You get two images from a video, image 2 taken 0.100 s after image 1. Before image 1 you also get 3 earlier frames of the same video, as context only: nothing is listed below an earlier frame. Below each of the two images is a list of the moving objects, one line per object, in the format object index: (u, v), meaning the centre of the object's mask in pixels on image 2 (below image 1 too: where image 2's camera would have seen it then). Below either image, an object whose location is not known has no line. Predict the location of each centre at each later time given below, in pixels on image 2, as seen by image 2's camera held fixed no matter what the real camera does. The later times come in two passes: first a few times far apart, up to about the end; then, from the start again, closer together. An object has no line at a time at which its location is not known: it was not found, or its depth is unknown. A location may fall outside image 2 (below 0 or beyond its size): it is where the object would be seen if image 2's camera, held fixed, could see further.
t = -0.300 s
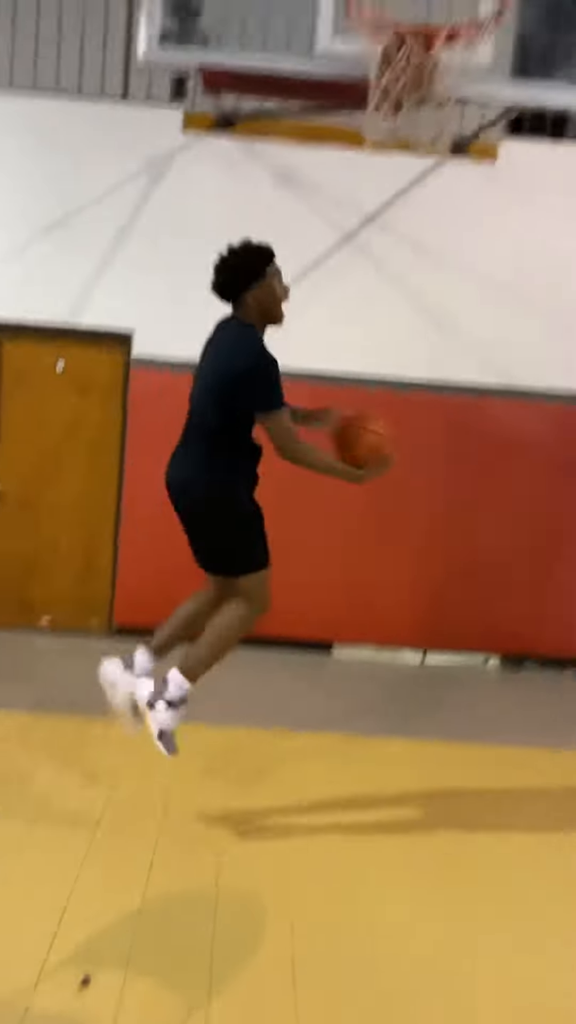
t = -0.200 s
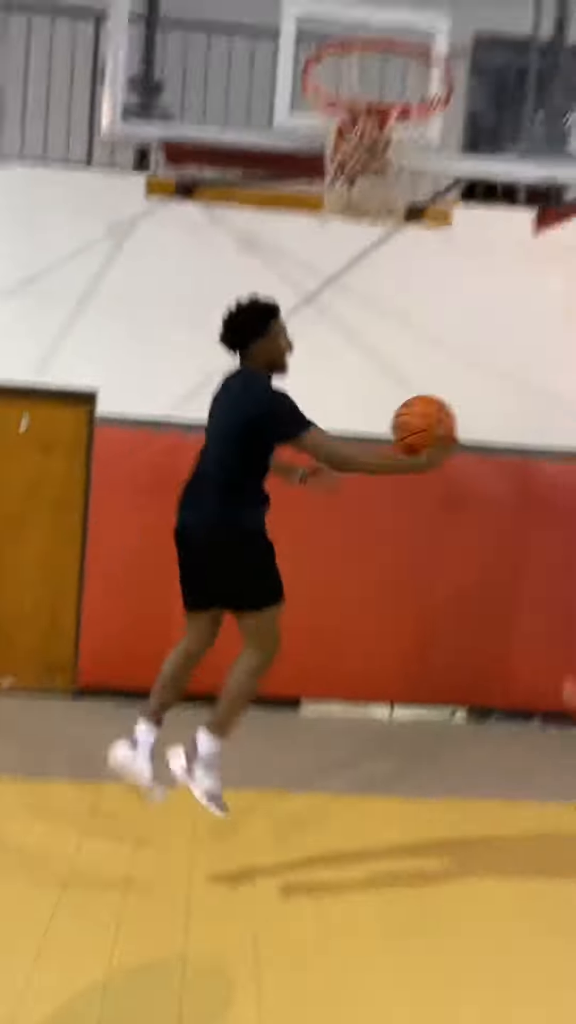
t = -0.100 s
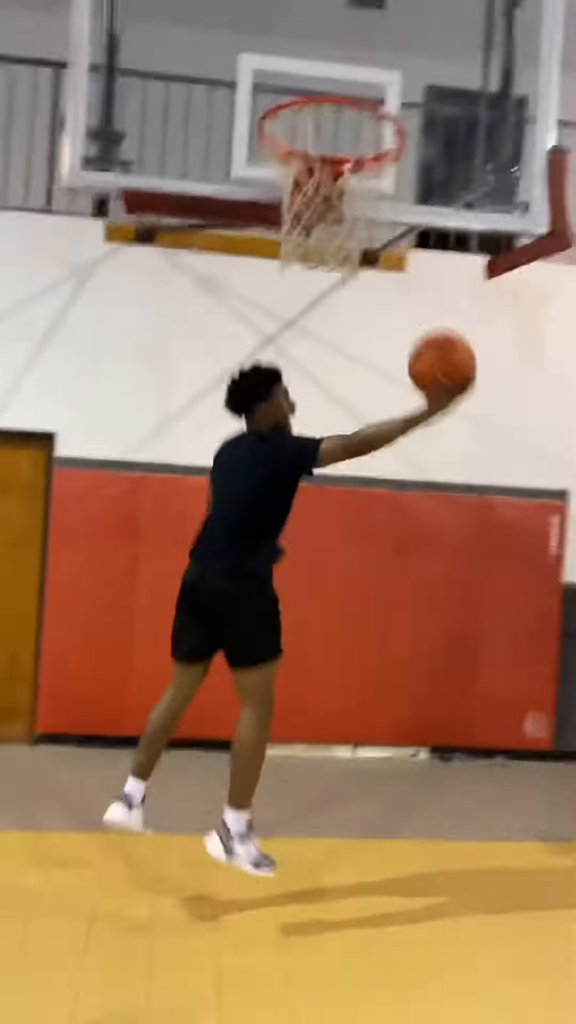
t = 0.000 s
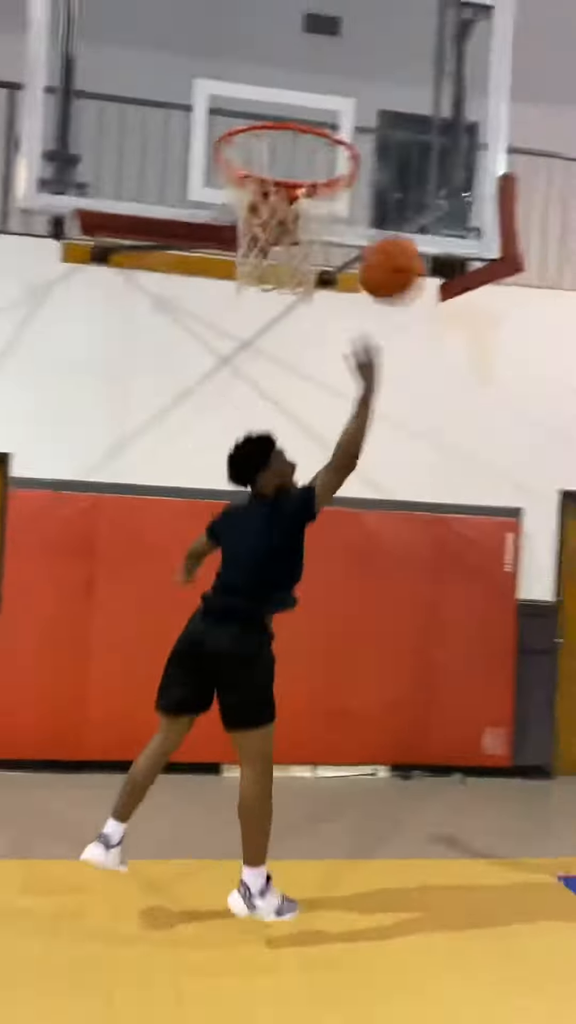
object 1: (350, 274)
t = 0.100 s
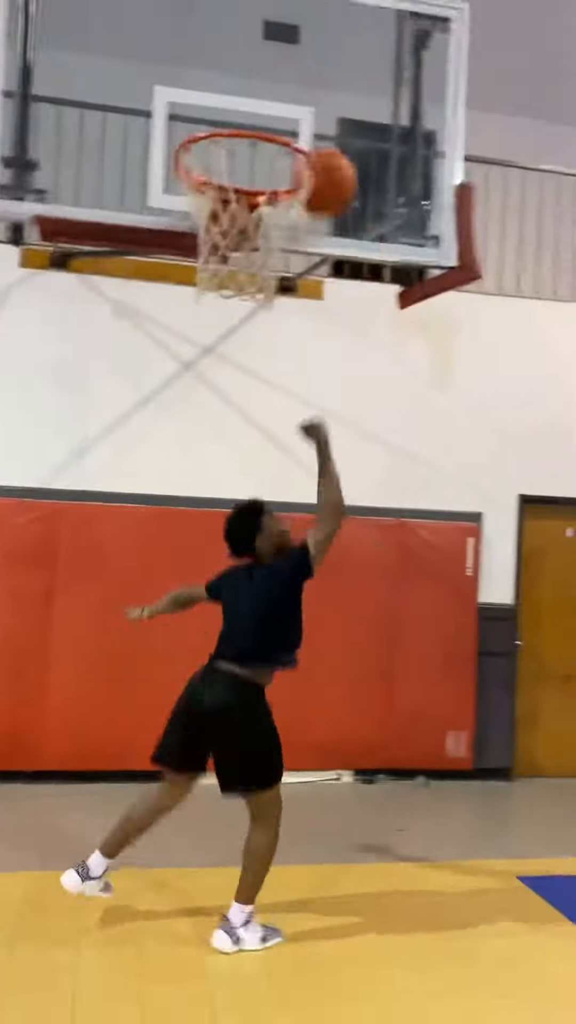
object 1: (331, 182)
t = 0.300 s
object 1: (275, 105)
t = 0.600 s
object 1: (265, 179)
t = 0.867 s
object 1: (304, 264)
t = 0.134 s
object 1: (318, 158)
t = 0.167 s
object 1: (313, 134)
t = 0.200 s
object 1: (302, 122)
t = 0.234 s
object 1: (292, 115)
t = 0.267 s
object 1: (283, 109)
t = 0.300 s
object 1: (275, 105)
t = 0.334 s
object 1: (265, 103)
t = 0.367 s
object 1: (256, 103)
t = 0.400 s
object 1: (247, 105)
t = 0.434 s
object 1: (236, 117)
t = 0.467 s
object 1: (226, 128)
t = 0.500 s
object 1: (217, 142)
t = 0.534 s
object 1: (226, 154)
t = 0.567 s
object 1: (245, 167)
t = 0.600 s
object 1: (265, 179)
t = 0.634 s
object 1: (280, 193)
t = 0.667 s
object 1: (294, 206)
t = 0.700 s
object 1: (309, 199)
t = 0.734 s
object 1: (319, 204)
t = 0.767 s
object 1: (311, 224)
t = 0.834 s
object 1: (306, 244)
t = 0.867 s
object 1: (304, 264)
